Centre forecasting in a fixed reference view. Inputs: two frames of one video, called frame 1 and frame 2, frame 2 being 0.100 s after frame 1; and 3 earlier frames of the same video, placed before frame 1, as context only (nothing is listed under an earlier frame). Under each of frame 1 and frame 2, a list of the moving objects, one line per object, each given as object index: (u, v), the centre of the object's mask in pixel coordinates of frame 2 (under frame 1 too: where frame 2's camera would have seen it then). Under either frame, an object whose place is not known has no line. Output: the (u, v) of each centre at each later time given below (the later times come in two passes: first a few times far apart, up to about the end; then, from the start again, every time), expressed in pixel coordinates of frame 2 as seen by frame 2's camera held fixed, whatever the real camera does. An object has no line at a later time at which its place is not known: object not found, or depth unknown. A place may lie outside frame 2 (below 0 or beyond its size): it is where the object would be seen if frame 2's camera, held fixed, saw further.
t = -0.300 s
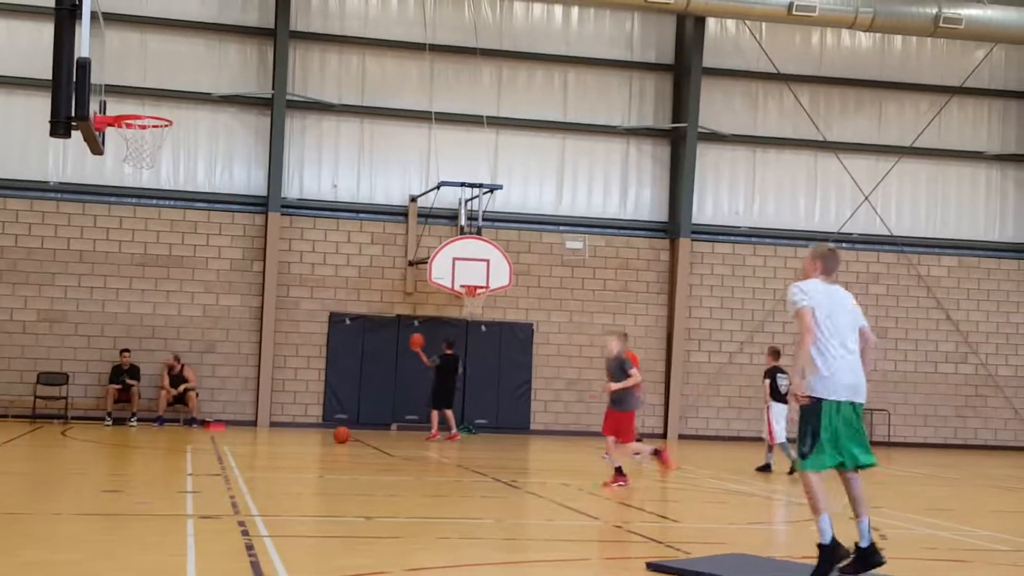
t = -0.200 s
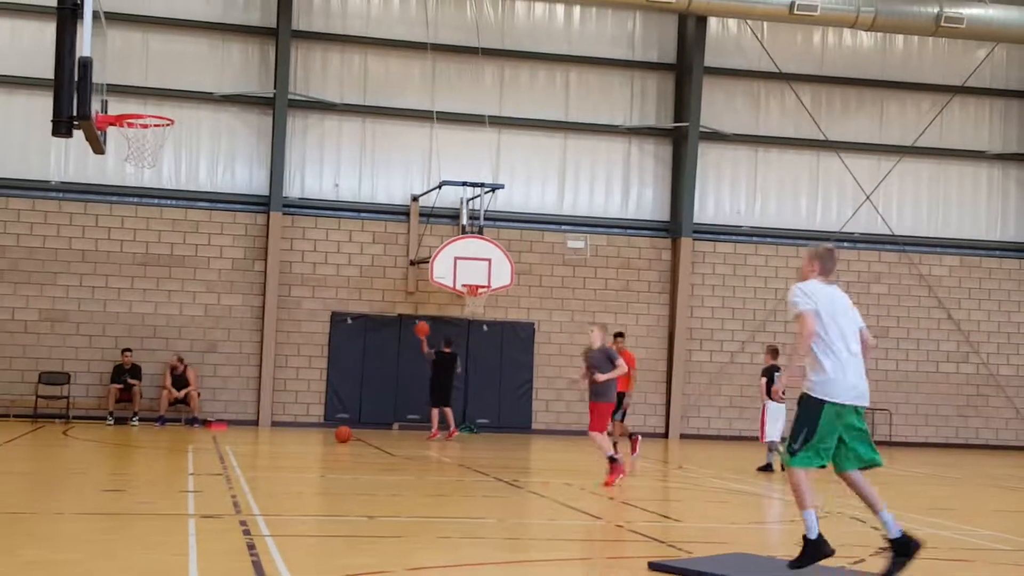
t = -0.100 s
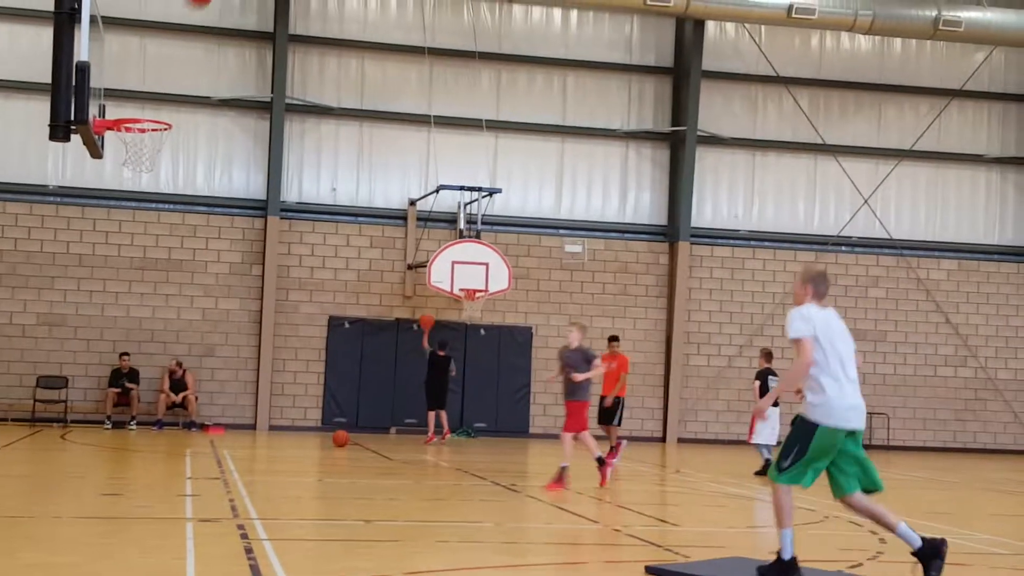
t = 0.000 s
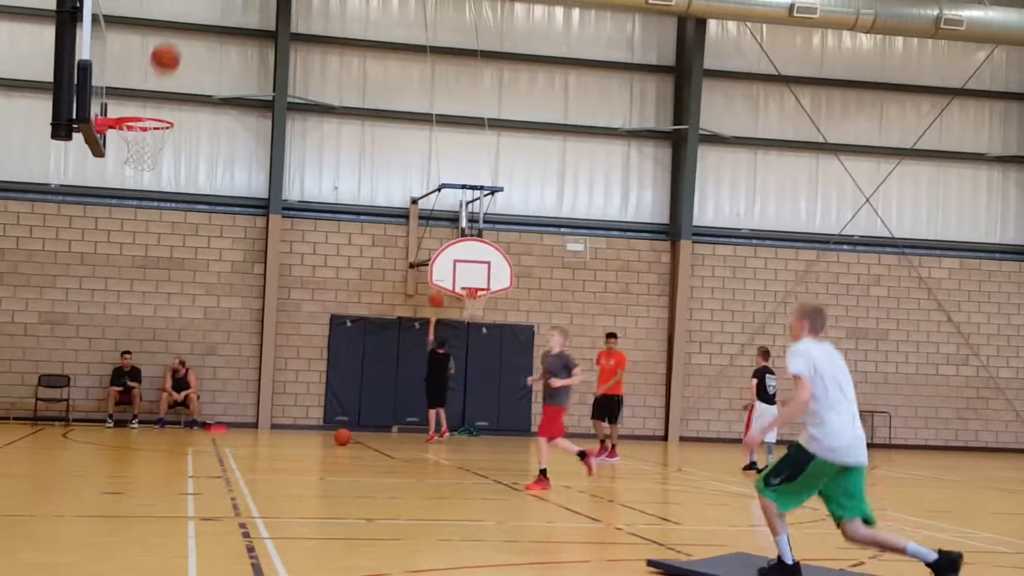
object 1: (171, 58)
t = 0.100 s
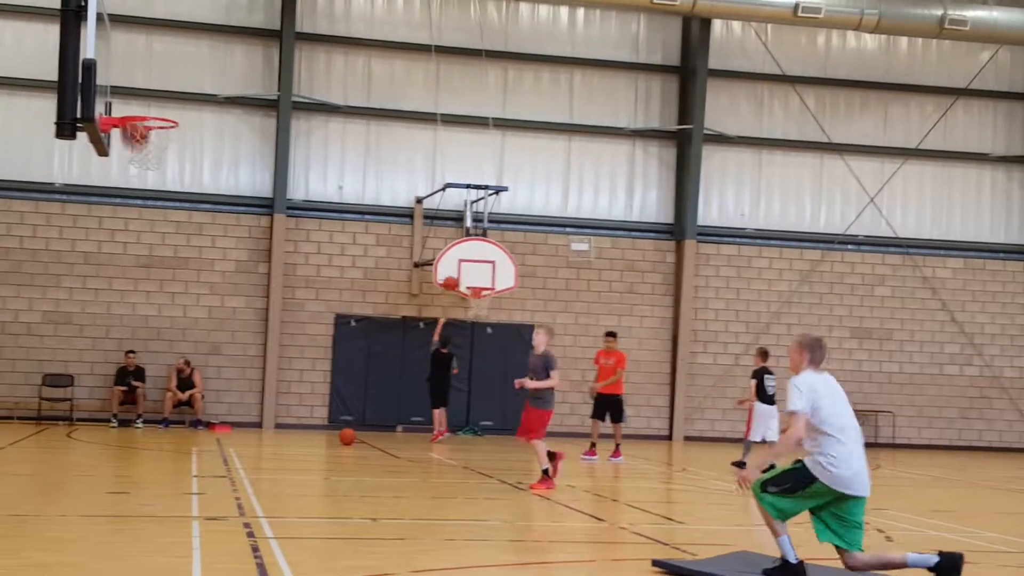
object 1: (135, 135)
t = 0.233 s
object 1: (130, 154)
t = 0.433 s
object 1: (132, 198)
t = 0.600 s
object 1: (132, 270)
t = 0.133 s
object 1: (130, 148)
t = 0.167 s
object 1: (129, 149)
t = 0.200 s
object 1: (130, 151)
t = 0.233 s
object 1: (130, 154)
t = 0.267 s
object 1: (131, 159)
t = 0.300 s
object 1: (131, 165)
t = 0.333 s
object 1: (132, 171)
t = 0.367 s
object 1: (132, 179)
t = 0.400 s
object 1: (132, 188)
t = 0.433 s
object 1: (132, 198)
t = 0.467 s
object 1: (132, 210)
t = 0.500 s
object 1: (132, 223)
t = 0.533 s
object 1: (131, 237)
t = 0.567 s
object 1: (132, 253)
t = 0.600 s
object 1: (132, 270)
